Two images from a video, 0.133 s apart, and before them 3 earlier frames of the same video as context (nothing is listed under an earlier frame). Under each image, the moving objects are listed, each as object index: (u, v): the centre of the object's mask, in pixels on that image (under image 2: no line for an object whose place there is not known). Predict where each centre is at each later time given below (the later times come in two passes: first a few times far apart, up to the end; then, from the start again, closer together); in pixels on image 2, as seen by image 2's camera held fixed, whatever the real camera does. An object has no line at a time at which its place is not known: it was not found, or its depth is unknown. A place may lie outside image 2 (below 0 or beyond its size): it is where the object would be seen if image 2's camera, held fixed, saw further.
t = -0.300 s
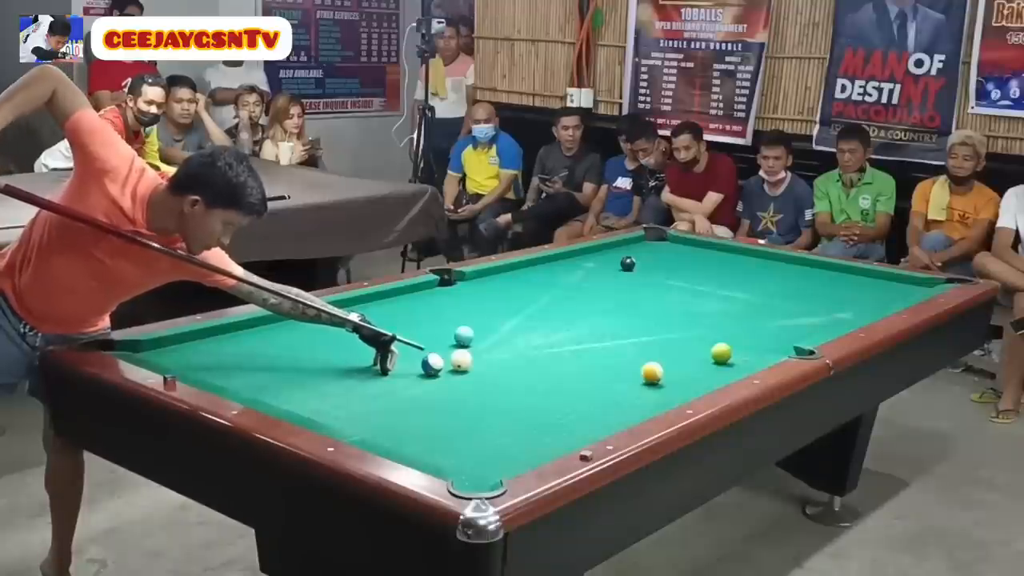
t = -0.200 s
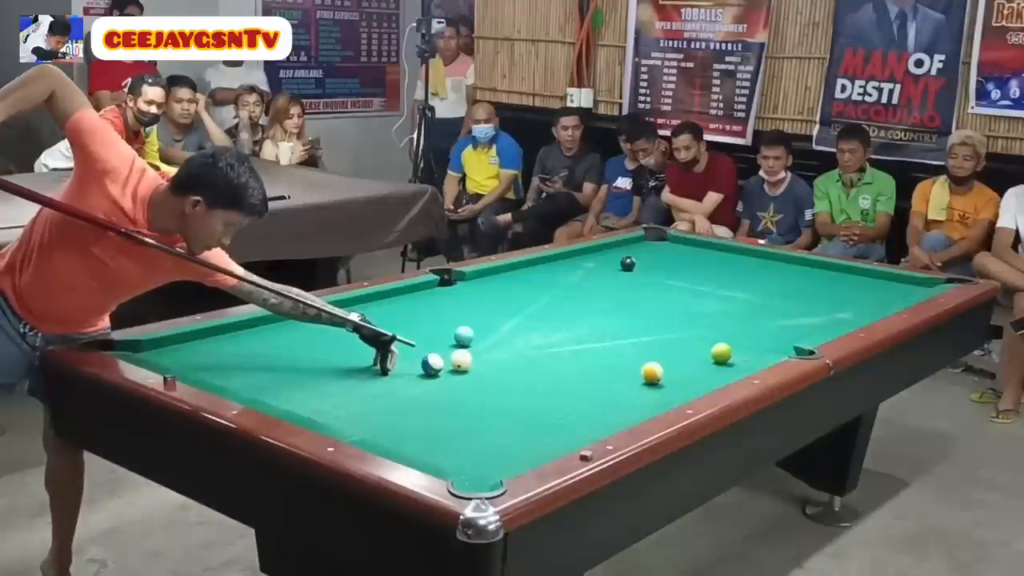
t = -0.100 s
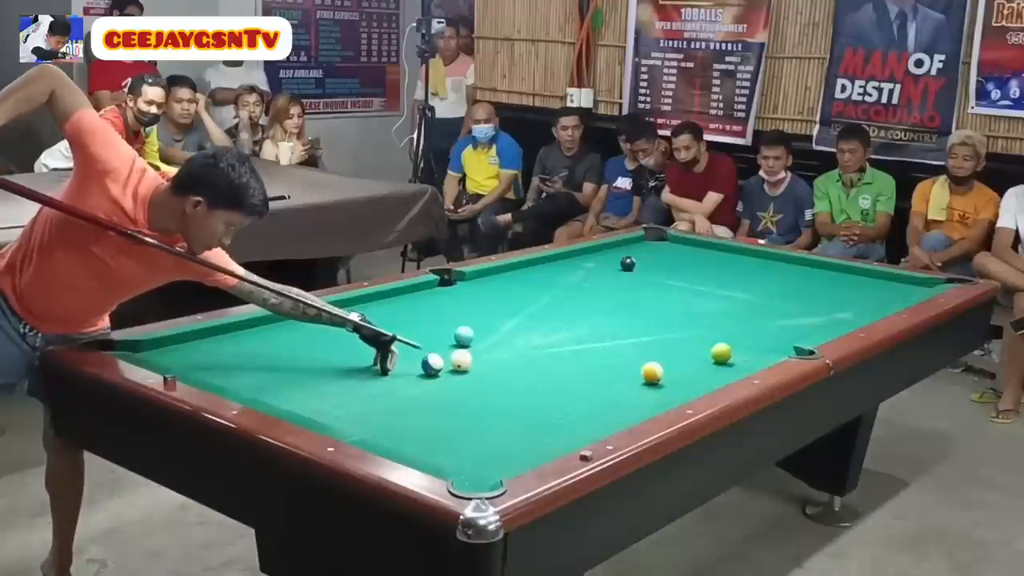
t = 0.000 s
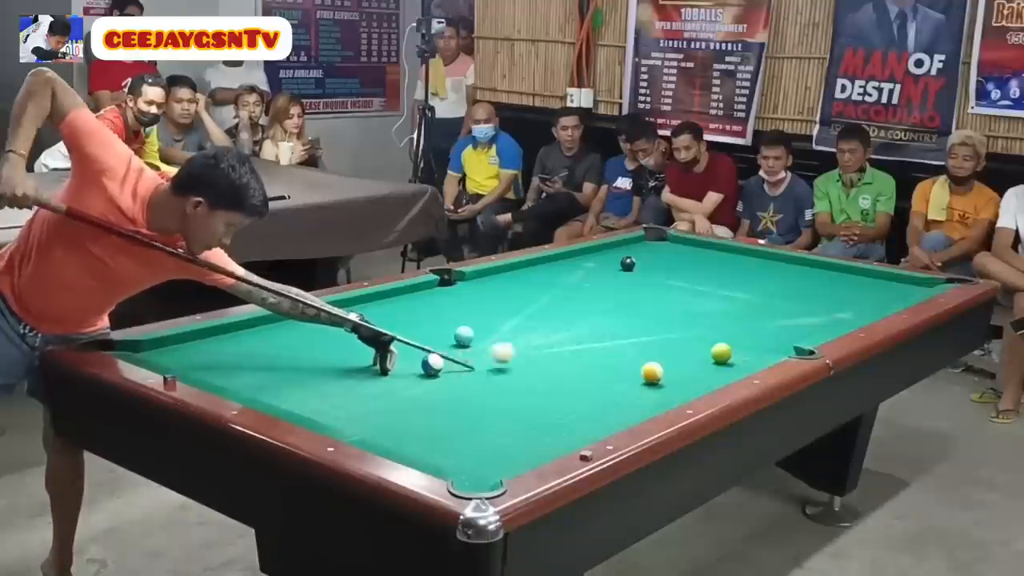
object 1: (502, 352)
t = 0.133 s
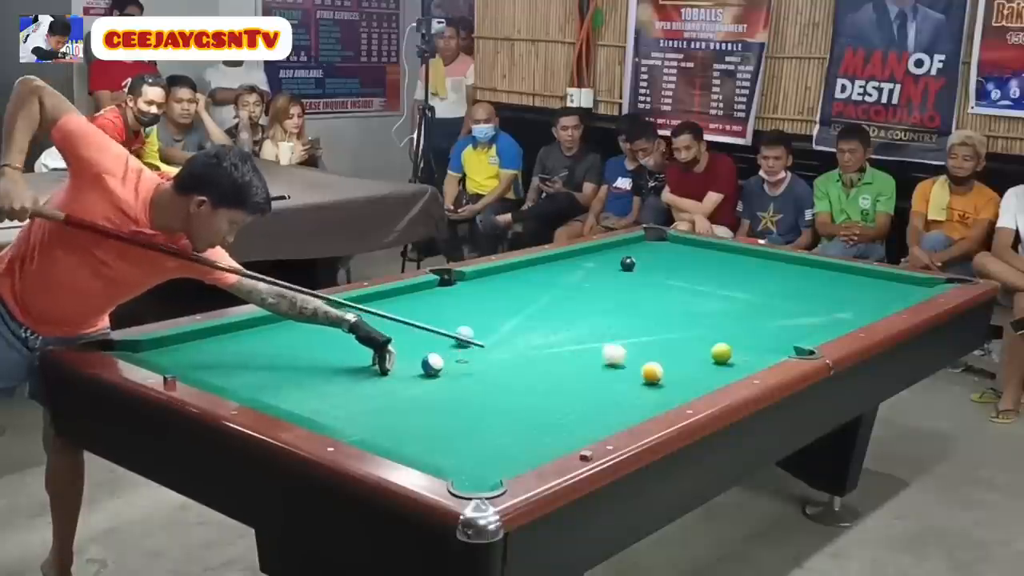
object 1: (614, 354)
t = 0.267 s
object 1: (701, 351)
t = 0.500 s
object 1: (699, 342)
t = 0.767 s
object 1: (697, 333)
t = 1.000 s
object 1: (695, 326)
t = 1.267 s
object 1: (694, 318)
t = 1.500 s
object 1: (692, 313)
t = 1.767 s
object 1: (691, 307)
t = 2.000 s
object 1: (690, 302)
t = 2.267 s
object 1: (689, 298)
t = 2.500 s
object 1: (688, 294)
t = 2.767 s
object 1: (687, 291)
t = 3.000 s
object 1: (686, 289)
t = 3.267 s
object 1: (685, 286)
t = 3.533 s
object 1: (684, 284)
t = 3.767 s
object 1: (684, 282)
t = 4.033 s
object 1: (683, 281)
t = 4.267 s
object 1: (683, 280)
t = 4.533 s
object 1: (682, 280)
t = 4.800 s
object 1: (682, 280)
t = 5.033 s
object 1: (682, 280)
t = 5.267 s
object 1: (682, 280)
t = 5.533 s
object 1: (682, 280)
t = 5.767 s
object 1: (682, 280)
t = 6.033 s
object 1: (682, 280)
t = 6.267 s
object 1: (682, 280)
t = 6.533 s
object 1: (682, 280)
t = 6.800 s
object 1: (682, 280)
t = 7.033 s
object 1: (682, 280)
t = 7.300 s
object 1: (682, 280)
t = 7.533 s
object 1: (682, 280)
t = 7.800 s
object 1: (682, 280)
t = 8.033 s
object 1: (682, 280)
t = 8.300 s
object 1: (682, 280)
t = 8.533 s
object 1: (682, 280)
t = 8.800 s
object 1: (682, 280)
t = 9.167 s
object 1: (682, 280)
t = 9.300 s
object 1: (682, 280)
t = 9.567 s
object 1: (682, 280)
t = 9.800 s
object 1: (682, 280)
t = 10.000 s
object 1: (682, 280)
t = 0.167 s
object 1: (638, 353)
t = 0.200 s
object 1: (662, 352)
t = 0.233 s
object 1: (685, 352)
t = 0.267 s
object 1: (701, 351)
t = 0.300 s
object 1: (700, 350)
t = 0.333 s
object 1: (700, 349)
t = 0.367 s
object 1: (700, 347)
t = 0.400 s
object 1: (699, 346)
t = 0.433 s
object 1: (699, 345)
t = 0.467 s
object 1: (699, 343)
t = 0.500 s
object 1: (699, 342)
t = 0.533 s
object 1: (698, 341)
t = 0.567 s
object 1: (698, 340)
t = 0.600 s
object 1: (698, 339)
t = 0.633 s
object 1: (698, 337)
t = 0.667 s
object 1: (697, 336)
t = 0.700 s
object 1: (697, 335)
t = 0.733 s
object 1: (697, 334)
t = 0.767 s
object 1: (697, 333)
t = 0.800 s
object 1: (696, 332)
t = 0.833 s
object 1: (696, 331)
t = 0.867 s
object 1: (696, 330)
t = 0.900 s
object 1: (696, 329)
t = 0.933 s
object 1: (695, 328)
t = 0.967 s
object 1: (695, 327)
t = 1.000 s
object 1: (695, 326)
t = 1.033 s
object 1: (695, 325)
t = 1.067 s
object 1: (694, 324)
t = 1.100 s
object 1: (695, 323)
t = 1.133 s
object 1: (694, 322)
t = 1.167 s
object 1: (694, 321)
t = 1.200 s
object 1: (694, 320)
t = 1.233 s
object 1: (694, 319)
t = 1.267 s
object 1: (694, 318)
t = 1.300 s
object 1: (693, 317)
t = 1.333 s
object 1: (693, 317)
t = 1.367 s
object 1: (693, 316)
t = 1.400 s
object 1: (693, 315)
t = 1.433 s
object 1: (693, 314)
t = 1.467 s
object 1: (692, 313)
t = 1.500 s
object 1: (692, 313)
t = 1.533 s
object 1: (692, 312)
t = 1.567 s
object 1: (692, 311)
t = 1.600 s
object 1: (692, 310)
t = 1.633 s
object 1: (692, 310)
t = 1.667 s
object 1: (691, 309)
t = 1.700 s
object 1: (691, 308)
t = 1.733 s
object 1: (691, 308)
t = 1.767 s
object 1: (691, 307)
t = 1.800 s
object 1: (691, 306)
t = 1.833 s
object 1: (690, 306)
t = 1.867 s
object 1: (690, 305)
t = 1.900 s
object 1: (690, 304)
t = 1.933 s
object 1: (690, 304)
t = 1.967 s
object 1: (690, 303)
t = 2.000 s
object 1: (690, 302)
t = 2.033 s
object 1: (690, 302)
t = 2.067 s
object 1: (690, 301)
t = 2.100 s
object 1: (689, 301)
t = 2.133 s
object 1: (689, 300)
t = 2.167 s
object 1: (689, 299)
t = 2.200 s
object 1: (689, 299)
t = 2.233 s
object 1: (689, 299)
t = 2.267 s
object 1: (689, 298)
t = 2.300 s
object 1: (689, 297)
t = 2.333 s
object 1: (688, 297)
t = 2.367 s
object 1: (688, 296)
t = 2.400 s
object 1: (688, 296)
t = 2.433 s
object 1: (688, 295)
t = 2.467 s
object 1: (688, 295)
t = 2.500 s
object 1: (688, 294)
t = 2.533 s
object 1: (688, 294)
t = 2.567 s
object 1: (688, 294)
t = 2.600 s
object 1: (688, 293)
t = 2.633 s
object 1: (688, 293)
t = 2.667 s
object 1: (687, 292)
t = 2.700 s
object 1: (687, 292)
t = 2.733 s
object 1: (687, 291)
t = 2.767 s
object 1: (687, 291)
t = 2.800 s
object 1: (687, 291)
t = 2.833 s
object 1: (687, 290)
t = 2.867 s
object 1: (687, 290)
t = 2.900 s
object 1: (687, 290)
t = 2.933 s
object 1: (687, 289)
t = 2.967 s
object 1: (686, 289)
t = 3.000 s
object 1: (686, 289)
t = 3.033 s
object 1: (686, 288)
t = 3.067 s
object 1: (686, 288)
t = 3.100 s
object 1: (686, 288)
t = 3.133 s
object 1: (686, 287)
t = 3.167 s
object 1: (686, 287)
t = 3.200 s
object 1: (686, 287)
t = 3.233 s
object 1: (685, 286)
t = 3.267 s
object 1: (685, 286)
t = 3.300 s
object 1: (685, 285)
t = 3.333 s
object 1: (685, 285)
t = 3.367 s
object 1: (685, 285)
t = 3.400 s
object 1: (685, 285)
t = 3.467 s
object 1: (685, 284)
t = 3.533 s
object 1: (684, 284)
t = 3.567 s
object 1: (684, 284)
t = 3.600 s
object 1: (684, 284)
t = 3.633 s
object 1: (684, 283)
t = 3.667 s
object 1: (684, 283)
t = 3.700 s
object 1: (684, 283)
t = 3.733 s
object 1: (684, 283)
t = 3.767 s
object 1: (684, 282)
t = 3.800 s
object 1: (684, 282)
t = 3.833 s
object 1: (684, 282)
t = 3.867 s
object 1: (684, 282)
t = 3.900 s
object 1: (683, 282)
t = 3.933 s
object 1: (683, 282)
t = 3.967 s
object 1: (683, 281)
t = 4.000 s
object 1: (683, 281)
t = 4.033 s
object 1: (683, 281)
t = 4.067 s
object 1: (683, 281)
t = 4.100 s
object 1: (683, 281)
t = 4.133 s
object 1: (683, 281)
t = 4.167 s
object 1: (683, 281)
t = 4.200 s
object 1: (683, 281)
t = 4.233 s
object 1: (683, 281)
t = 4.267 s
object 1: (683, 280)
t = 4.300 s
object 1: (683, 280)
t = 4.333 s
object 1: (683, 280)
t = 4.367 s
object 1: (683, 280)
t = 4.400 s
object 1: (683, 280)
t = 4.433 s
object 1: (683, 280)
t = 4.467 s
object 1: (683, 280)
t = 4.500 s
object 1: (682, 280)
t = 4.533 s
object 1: (682, 280)
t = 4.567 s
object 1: (682, 280)
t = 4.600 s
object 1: (682, 280)
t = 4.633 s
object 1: (682, 280)
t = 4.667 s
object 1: (682, 280)
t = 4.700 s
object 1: (682, 280)
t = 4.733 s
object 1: (682, 280)
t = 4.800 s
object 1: (682, 280)
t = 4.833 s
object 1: (682, 280)
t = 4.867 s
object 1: (682, 280)
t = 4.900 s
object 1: (682, 280)
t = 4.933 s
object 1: (682, 280)
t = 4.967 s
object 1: (682, 280)
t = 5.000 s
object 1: (682, 280)
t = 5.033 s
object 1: (682, 280)
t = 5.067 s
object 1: (682, 280)
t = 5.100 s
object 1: (682, 280)
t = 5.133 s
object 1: (682, 280)
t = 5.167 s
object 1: (682, 280)
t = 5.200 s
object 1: (682, 280)
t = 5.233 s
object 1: (682, 280)
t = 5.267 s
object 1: (682, 280)
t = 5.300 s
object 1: (682, 280)
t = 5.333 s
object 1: (682, 280)
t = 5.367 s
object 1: (682, 280)
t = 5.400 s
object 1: (682, 280)
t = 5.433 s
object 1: (682, 280)
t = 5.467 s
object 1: (682, 280)
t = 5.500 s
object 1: (682, 280)
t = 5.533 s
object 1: (682, 280)
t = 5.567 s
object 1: (682, 280)
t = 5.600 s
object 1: (682, 280)
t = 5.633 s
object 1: (682, 280)
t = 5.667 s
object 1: (682, 280)
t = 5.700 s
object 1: (682, 280)
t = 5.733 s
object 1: (682, 280)
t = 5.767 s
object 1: (682, 280)
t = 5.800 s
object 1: (682, 280)
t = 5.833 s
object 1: (682, 280)
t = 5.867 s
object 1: (682, 280)
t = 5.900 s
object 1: (682, 280)
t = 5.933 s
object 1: (682, 280)
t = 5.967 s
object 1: (682, 280)
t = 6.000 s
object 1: (682, 280)
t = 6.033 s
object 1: (682, 280)
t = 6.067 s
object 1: (682, 280)
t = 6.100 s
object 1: (682, 280)
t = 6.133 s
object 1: (682, 280)
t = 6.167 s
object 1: (682, 280)
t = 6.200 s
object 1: (682, 280)
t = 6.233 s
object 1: (682, 280)
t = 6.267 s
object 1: (682, 280)
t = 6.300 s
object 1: (682, 280)
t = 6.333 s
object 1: (682, 280)
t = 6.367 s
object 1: (682, 280)
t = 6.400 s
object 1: (682, 280)
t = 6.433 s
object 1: (682, 280)
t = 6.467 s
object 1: (682, 280)
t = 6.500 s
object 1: (682, 280)
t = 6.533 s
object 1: (682, 280)
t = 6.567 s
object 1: (682, 280)
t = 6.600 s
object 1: (682, 280)
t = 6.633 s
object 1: (682, 280)
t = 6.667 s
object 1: (682, 280)
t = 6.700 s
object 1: (682, 280)
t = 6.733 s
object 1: (682, 280)
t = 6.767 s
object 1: (682, 280)
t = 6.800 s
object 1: (682, 280)
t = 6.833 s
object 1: (682, 280)
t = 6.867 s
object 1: (682, 280)
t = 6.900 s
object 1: (682, 280)
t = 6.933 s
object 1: (682, 280)
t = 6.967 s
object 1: (682, 280)
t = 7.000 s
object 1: (682, 280)
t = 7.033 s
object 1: (682, 280)
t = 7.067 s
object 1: (682, 280)
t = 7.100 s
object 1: (682, 280)
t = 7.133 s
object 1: (682, 280)
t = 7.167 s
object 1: (682, 280)
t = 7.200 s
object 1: (682, 280)
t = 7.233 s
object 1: (682, 280)
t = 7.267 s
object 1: (682, 280)
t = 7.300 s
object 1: (682, 280)
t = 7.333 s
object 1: (682, 280)
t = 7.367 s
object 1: (682, 280)
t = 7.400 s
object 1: (682, 280)
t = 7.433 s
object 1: (682, 280)
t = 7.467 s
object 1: (682, 280)
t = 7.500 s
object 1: (682, 280)
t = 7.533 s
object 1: (682, 280)
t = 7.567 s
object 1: (682, 280)
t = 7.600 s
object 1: (682, 280)
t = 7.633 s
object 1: (682, 280)
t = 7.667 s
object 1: (682, 280)
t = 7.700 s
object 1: (682, 280)
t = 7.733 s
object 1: (682, 280)
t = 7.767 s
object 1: (682, 280)
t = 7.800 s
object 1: (682, 280)
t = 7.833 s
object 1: (682, 280)
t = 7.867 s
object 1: (682, 280)
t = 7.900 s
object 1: (682, 280)
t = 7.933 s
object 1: (682, 280)
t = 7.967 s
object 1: (682, 280)
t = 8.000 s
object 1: (682, 280)
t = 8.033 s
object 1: (682, 280)
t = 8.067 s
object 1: (682, 280)
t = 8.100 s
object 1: (682, 280)
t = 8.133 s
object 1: (682, 280)
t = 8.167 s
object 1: (682, 280)
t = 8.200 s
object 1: (682, 280)
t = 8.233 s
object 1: (682, 280)
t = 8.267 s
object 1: (682, 280)
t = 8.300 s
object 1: (682, 280)
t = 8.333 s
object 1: (682, 280)
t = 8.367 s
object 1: (682, 280)
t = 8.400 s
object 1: (682, 280)
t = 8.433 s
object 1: (682, 280)
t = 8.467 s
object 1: (682, 280)
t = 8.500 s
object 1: (682, 280)
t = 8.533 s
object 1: (682, 280)
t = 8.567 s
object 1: (682, 280)
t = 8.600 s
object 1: (682, 280)
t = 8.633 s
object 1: (682, 280)
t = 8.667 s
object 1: (682, 280)
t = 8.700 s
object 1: (682, 280)
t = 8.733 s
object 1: (682, 280)
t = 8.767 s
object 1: (682, 280)
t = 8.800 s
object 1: (682, 280)
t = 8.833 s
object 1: (682, 280)
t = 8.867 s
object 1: (682, 280)
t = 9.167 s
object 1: (682, 280)
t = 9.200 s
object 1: (682, 280)
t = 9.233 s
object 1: (682, 280)
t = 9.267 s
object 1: (682, 280)
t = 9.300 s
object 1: (682, 280)
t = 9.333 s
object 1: (682, 280)
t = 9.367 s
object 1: (682, 280)
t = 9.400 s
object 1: (682, 280)
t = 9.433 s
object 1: (682, 280)
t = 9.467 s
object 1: (682, 280)
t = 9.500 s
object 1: (682, 280)
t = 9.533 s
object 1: (682, 280)
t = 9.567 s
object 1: (682, 280)
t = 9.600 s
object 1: (682, 280)
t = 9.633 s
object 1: (682, 280)
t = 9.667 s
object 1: (682, 280)
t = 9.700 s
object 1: (682, 280)
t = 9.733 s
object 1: (682, 280)
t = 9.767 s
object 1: (682, 280)
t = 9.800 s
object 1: (682, 280)
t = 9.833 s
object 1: (682, 280)
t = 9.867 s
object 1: (682, 280)
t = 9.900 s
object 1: (682, 279)
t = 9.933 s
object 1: (682, 279)
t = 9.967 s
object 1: (682, 280)
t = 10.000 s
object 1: (682, 280)
